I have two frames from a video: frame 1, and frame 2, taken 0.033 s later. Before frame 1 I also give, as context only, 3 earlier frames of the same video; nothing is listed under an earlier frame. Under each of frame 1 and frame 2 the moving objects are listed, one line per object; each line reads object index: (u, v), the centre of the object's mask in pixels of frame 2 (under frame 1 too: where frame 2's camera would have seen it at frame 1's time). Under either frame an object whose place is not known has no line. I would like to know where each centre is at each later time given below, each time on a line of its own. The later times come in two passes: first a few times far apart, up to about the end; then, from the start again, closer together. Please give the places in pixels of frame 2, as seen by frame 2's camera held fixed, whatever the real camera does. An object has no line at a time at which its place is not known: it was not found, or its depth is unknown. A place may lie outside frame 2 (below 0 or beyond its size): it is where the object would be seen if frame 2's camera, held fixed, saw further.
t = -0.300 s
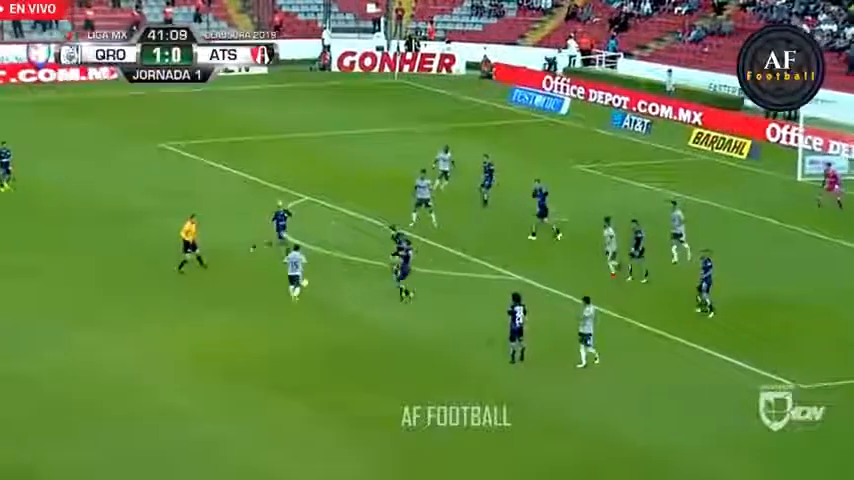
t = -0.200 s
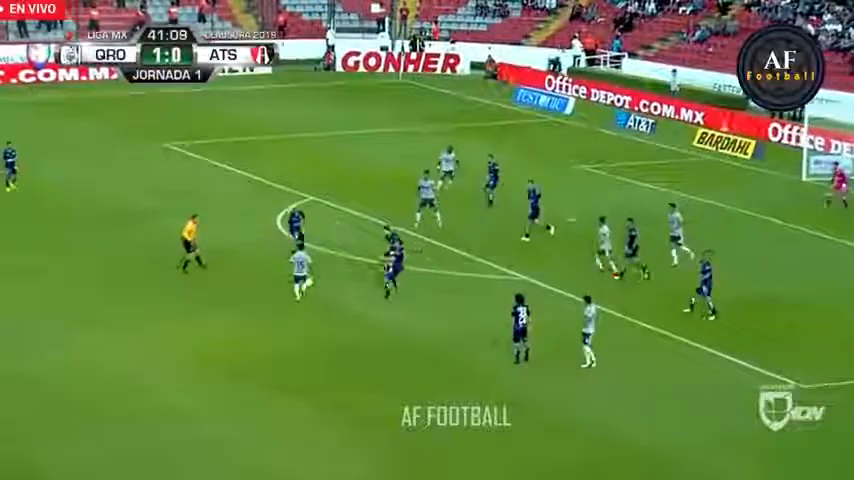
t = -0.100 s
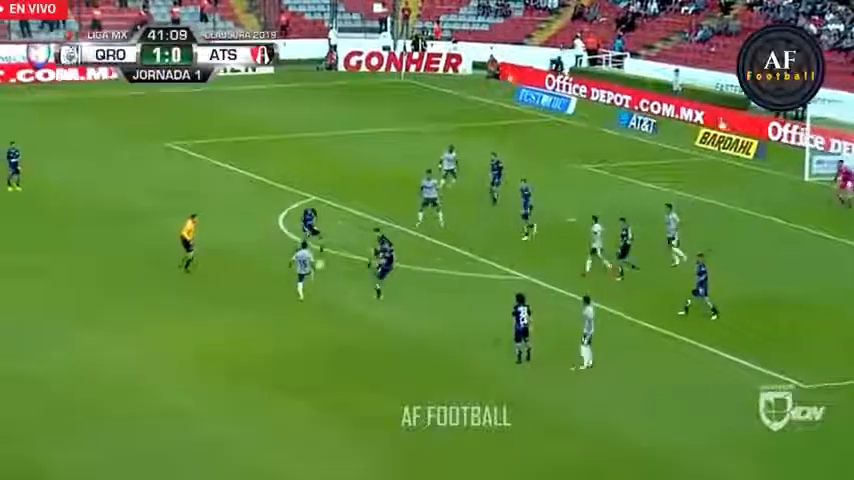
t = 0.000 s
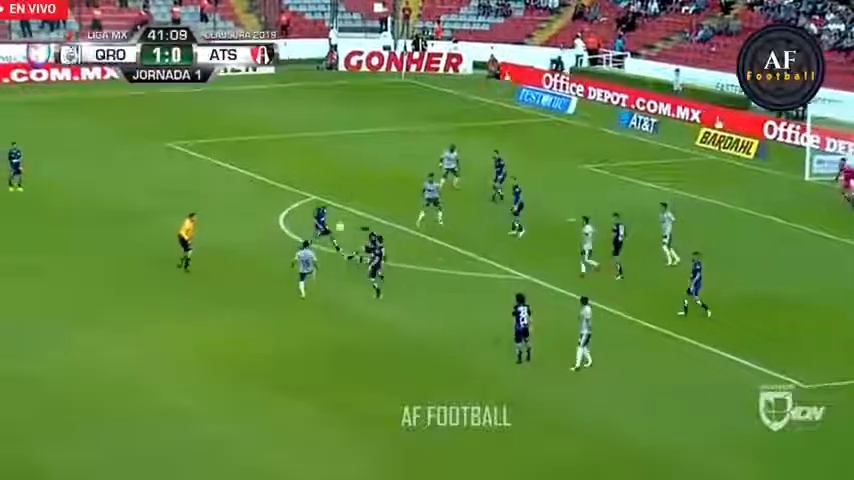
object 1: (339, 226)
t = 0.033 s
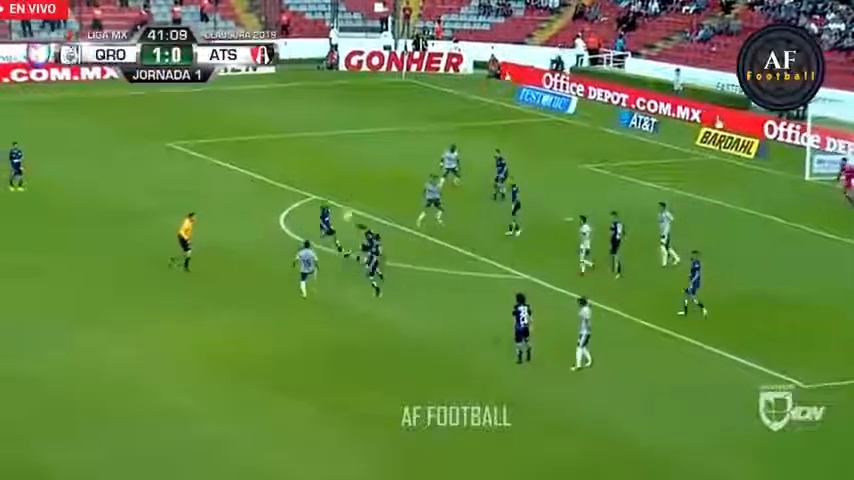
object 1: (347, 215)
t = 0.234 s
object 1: (385, 156)
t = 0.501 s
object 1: (434, 105)
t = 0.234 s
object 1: (385, 156)
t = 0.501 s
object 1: (434, 105)
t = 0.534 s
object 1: (440, 101)
